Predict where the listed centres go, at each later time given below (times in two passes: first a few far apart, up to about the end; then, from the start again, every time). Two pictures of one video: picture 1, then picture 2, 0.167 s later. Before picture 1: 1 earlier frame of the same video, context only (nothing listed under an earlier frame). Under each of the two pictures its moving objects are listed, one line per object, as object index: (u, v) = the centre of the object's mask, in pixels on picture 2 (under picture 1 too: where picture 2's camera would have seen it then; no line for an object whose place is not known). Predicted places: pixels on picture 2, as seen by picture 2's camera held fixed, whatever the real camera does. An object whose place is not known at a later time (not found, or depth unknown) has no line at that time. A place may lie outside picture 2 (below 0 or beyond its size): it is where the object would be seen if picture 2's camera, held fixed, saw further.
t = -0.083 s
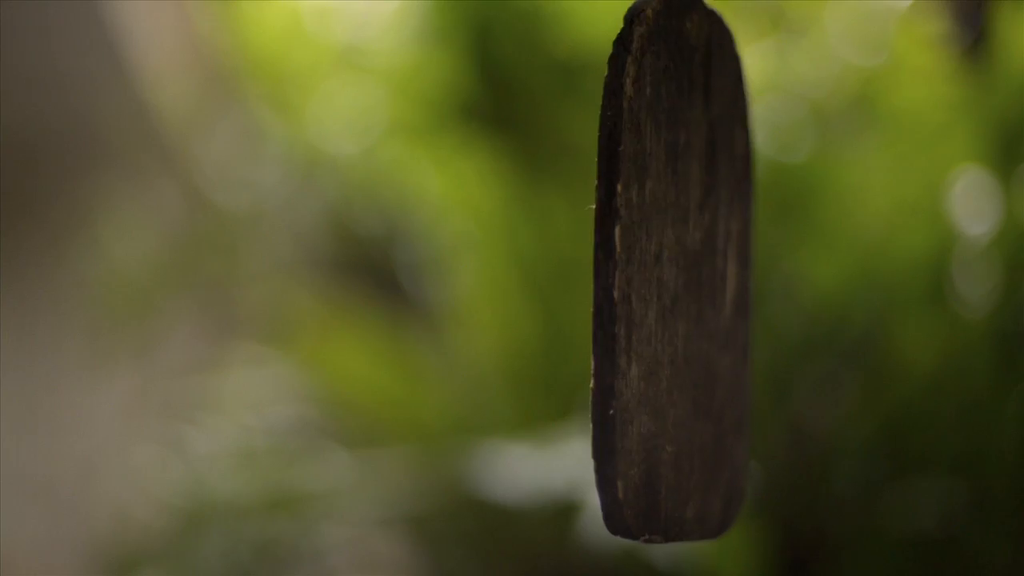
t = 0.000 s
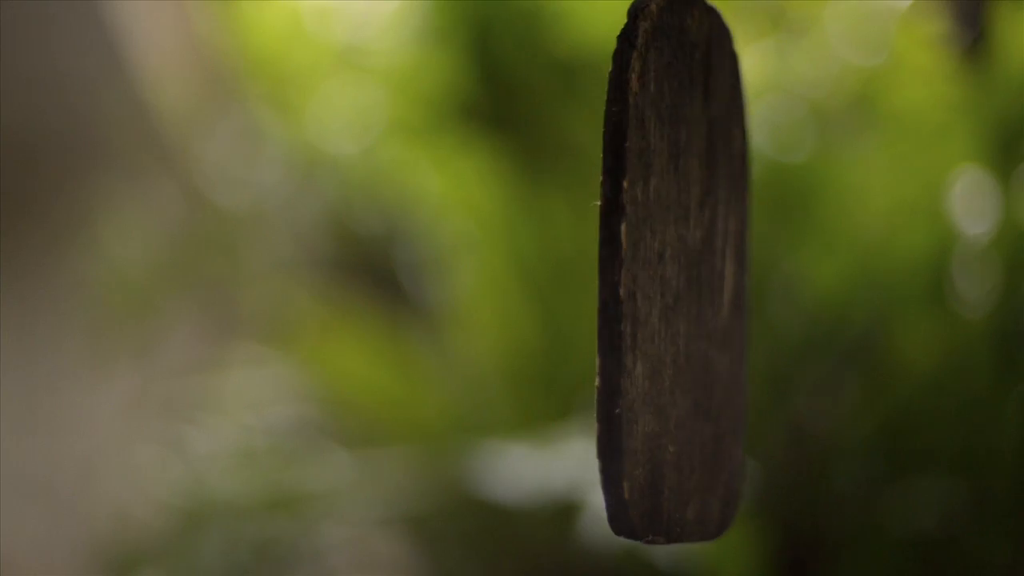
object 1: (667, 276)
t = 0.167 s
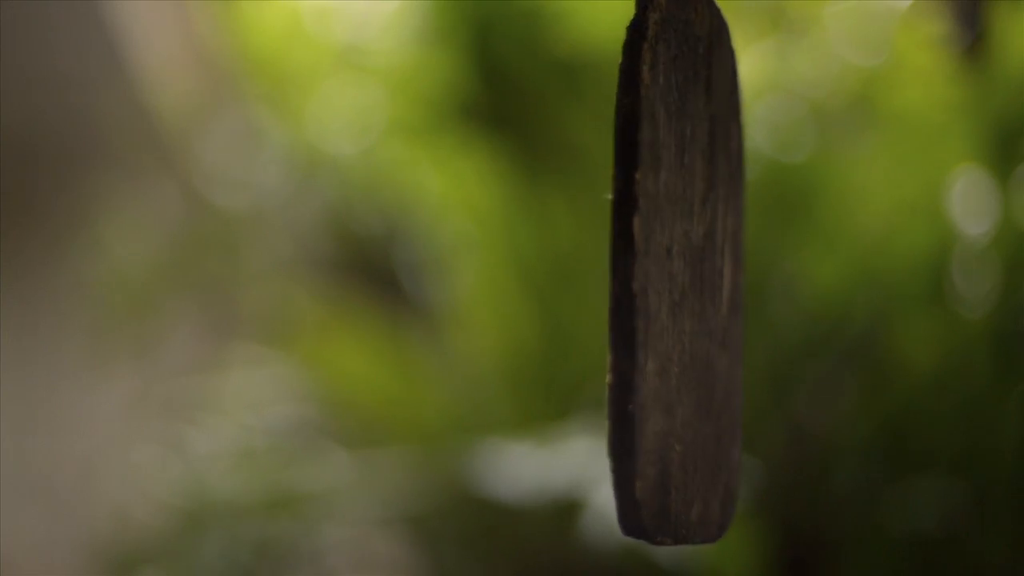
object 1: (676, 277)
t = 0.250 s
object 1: (678, 277)
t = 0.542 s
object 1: (683, 278)
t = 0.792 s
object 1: (688, 278)
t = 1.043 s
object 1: (695, 279)
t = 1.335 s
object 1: (709, 278)
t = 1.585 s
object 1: (718, 276)
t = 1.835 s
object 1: (720, 274)
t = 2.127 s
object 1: (714, 275)
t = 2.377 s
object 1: (704, 276)
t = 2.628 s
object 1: (706, 277)
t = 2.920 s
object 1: (716, 277)
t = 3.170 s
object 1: (715, 275)
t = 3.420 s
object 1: (682, 274)
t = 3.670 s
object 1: (655, 272)
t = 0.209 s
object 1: (677, 277)
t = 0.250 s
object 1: (678, 277)
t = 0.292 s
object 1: (679, 276)
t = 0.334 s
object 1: (680, 277)
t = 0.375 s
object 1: (681, 277)
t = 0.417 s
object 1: (682, 277)
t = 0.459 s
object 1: (682, 278)
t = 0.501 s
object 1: (683, 278)
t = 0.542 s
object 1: (683, 278)
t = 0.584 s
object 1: (684, 278)
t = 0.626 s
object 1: (685, 278)
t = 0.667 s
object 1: (686, 278)
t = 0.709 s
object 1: (686, 278)
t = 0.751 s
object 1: (688, 277)
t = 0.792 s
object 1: (688, 278)
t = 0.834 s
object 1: (689, 278)
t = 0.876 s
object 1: (690, 278)
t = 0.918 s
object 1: (690, 278)
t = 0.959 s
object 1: (691, 278)
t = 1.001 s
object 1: (693, 278)
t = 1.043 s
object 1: (695, 279)
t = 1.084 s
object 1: (697, 279)
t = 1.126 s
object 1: (698, 279)
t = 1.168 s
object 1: (700, 279)
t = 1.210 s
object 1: (703, 279)
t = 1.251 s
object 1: (704, 278)
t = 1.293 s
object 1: (707, 278)
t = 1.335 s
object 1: (709, 278)
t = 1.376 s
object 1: (711, 278)
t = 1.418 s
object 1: (712, 278)
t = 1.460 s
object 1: (714, 277)
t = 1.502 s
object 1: (715, 276)
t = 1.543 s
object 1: (717, 276)
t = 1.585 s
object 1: (718, 276)
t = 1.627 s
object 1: (718, 275)
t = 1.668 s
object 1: (718, 275)
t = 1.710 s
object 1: (718, 275)
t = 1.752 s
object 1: (719, 275)
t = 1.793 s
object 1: (719, 274)
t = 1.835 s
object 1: (720, 274)
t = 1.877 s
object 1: (720, 275)
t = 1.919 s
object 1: (719, 274)
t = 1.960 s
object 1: (719, 274)
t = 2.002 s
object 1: (718, 274)
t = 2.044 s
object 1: (717, 274)
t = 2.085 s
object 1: (716, 274)
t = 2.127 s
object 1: (714, 275)
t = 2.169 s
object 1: (711, 275)
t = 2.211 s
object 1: (709, 275)
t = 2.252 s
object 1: (707, 275)
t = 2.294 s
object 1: (706, 276)
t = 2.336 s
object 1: (705, 276)
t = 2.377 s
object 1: (704, 276)
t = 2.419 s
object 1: (704, 277)
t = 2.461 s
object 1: (703, 277)
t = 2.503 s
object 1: (703, 277)
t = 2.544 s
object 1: (704, 277)
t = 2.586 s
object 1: (705, 277)
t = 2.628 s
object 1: (706, 277)
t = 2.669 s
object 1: (707, 277)
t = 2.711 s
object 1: (708, 278)
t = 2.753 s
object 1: (710, 277)
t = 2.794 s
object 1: (712, 277)
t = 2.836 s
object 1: (713, 277)
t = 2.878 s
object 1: (714, 277)
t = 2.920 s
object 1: (716, 277)
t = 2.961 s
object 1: (717, 276)
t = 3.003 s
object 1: (718, 276)
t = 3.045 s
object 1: (718, 276)
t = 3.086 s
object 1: (718, 275)
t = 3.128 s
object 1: (717, 275)
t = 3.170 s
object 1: (715, 275)
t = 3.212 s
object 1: (711, 275)
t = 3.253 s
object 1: (707, 275)
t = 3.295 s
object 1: (701, 274)
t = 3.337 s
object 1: (696, 275)
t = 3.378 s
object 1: (689, 274)
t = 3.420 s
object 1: (682, 274)
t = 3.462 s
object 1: (675, 274)
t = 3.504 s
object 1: (670, 275)
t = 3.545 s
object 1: (664, 274)
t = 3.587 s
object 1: (660, 273)
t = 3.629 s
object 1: (657, 274)
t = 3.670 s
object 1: (655, 272)
